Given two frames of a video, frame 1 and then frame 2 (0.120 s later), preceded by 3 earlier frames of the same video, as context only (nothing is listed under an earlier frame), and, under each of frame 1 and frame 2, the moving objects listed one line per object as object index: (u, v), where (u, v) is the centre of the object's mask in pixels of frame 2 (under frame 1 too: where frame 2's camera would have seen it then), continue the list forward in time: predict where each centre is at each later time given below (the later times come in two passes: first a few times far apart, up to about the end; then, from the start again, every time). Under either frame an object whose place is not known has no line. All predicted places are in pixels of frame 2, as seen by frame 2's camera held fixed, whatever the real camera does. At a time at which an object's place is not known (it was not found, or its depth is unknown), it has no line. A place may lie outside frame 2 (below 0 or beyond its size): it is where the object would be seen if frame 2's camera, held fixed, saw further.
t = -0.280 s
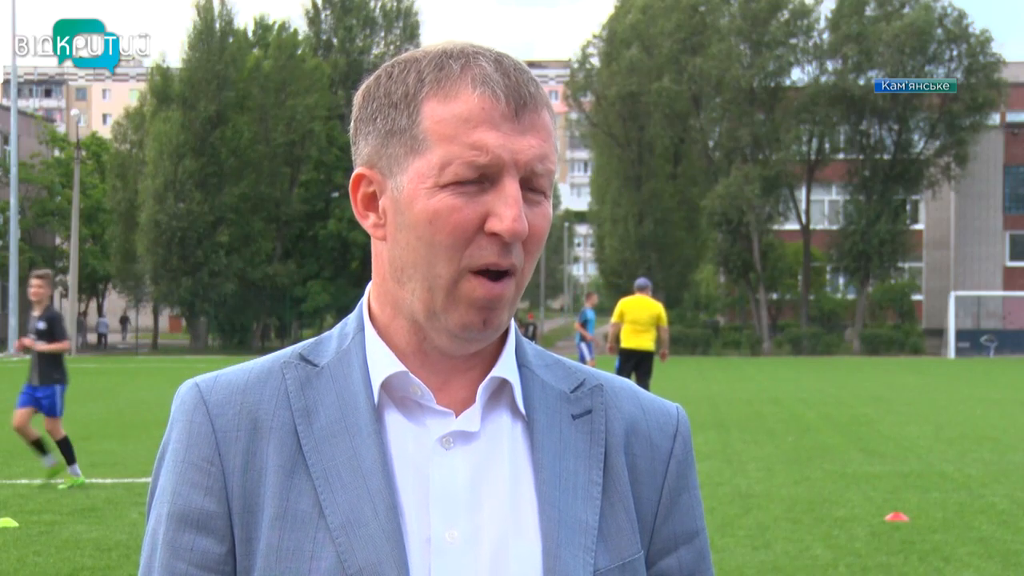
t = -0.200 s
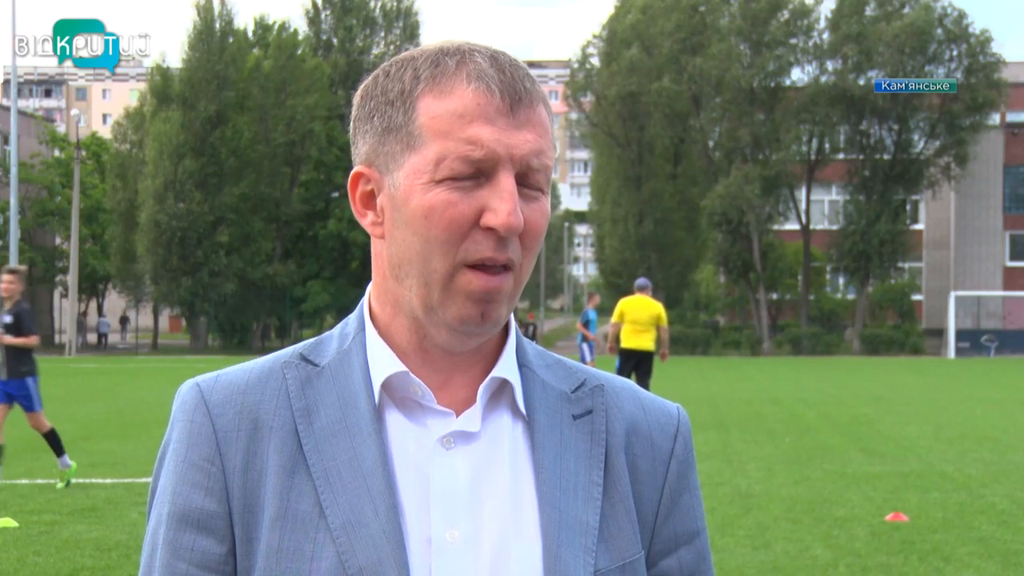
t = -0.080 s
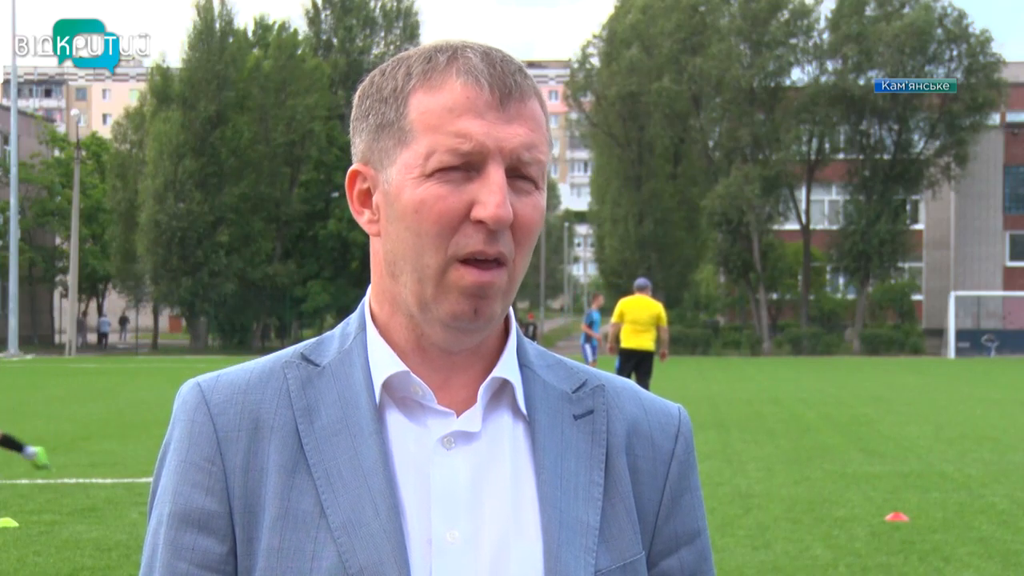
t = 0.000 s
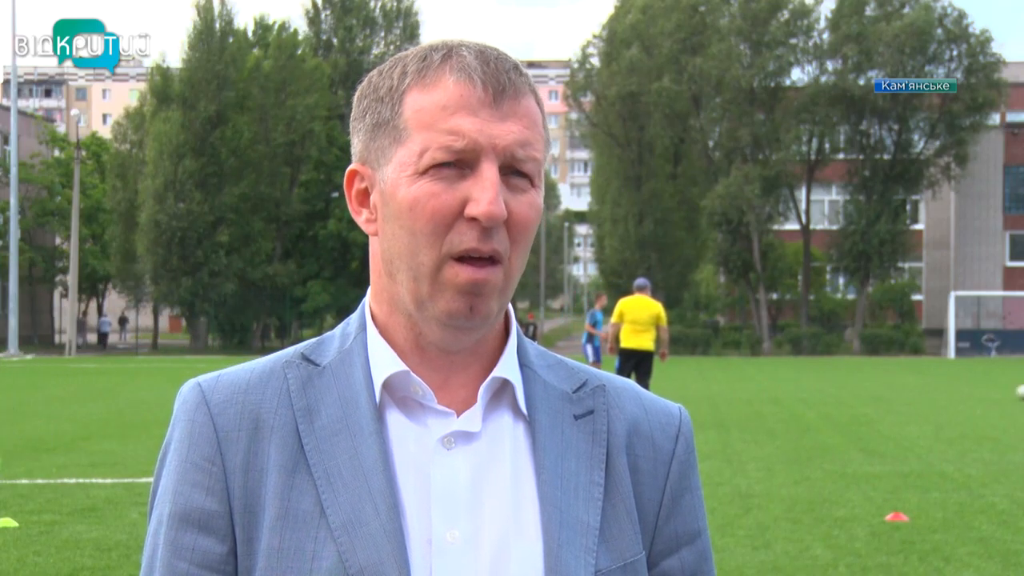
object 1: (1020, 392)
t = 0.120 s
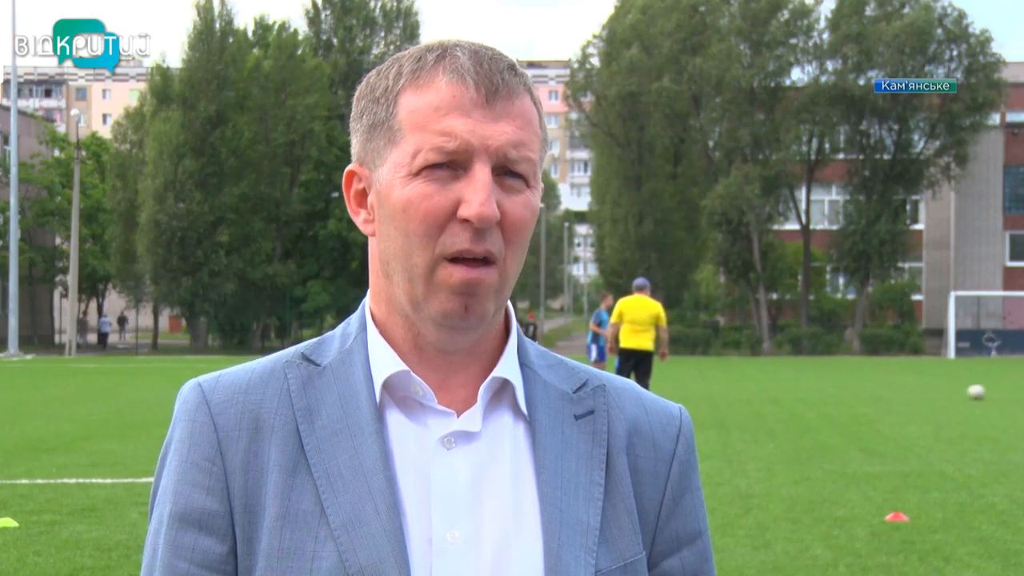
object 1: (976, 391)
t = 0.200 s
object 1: (944, 391)
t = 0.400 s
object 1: (869, 392)
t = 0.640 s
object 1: (783, 391)
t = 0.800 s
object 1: (729, 391)
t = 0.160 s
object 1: (960, 391)
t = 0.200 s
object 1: (944, 391)
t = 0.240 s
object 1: (929, 392)
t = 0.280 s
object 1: (914, 391)
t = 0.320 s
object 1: (898, 390)
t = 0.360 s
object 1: (883, 391)
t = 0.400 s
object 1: (869, 392)
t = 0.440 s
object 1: (854, 391)
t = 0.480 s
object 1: (839, 391)
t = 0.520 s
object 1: (825, 391)
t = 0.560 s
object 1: (811, 391)
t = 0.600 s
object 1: (797, 390)
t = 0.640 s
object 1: (783, 391)
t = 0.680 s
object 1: (769, 390)
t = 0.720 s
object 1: (756, 389)
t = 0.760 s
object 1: (742, 390)
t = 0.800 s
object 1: (729, 391)
